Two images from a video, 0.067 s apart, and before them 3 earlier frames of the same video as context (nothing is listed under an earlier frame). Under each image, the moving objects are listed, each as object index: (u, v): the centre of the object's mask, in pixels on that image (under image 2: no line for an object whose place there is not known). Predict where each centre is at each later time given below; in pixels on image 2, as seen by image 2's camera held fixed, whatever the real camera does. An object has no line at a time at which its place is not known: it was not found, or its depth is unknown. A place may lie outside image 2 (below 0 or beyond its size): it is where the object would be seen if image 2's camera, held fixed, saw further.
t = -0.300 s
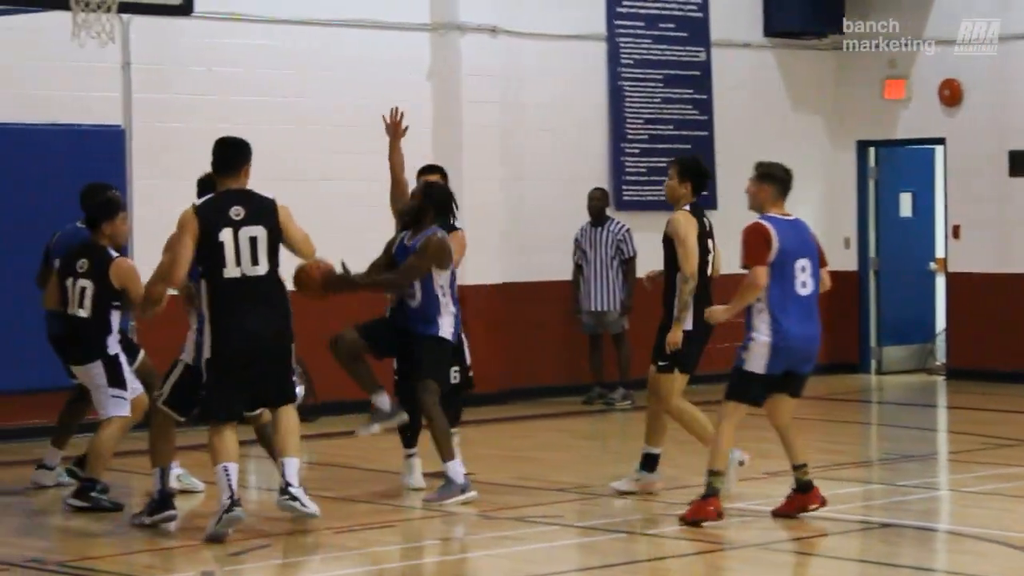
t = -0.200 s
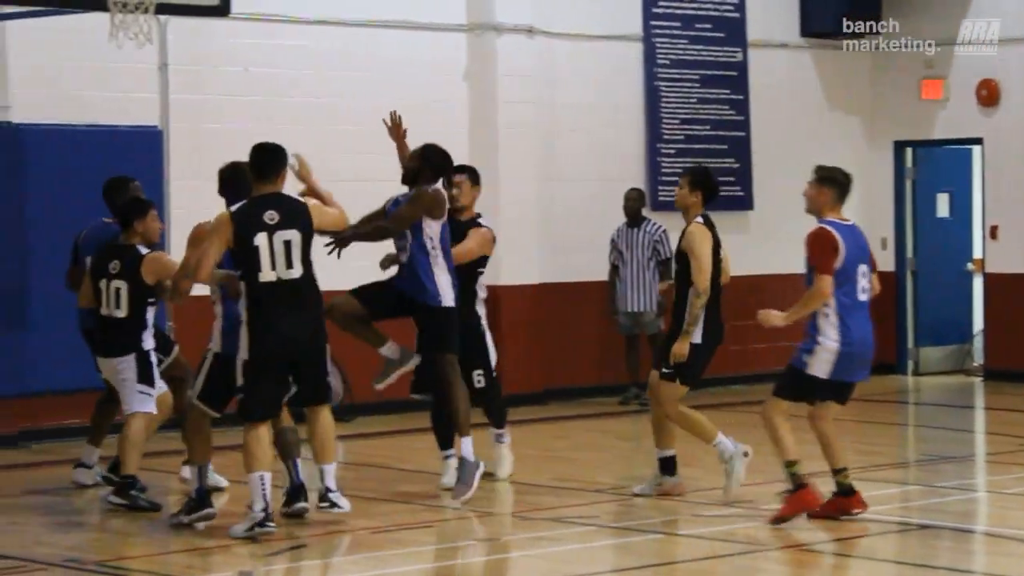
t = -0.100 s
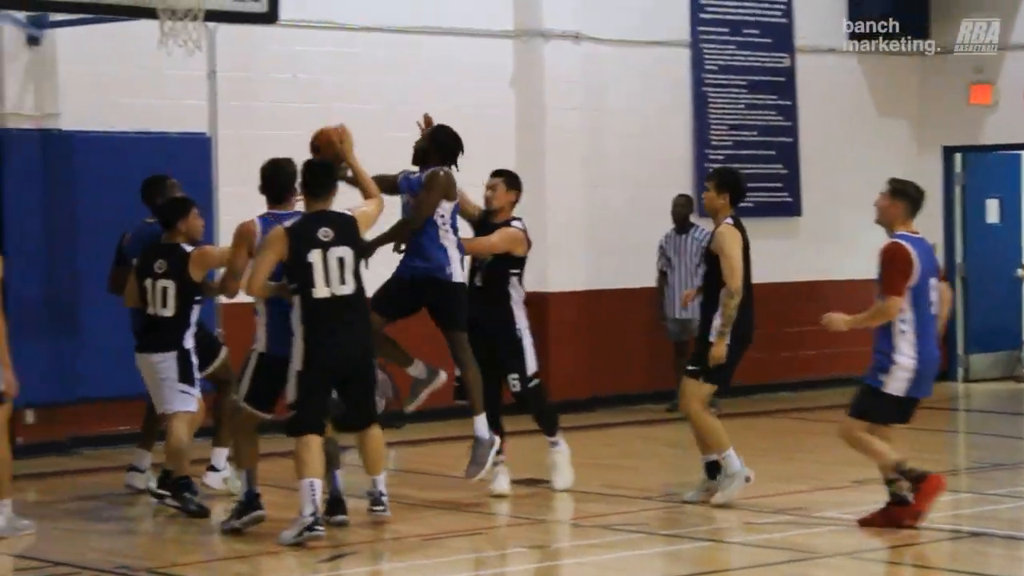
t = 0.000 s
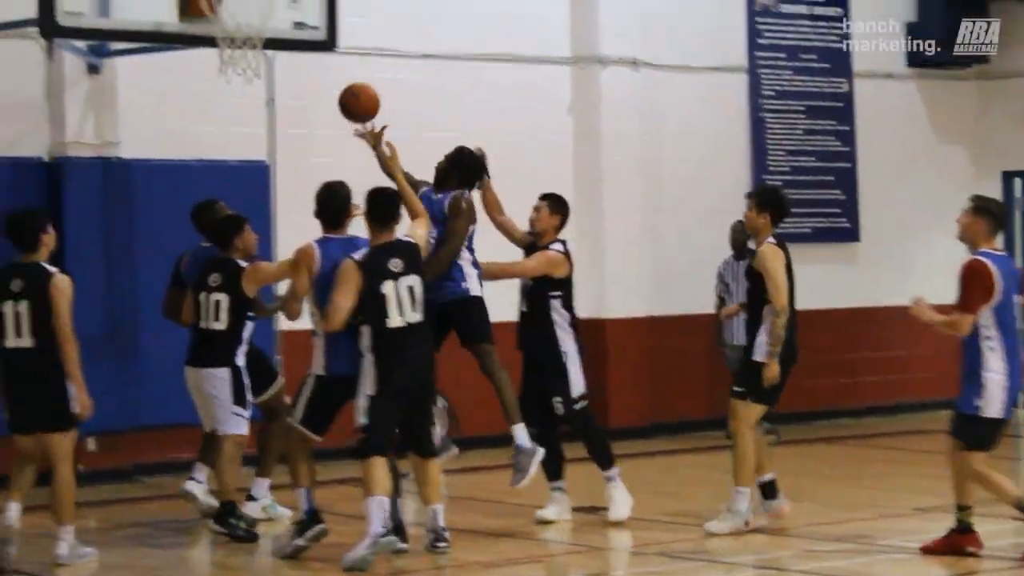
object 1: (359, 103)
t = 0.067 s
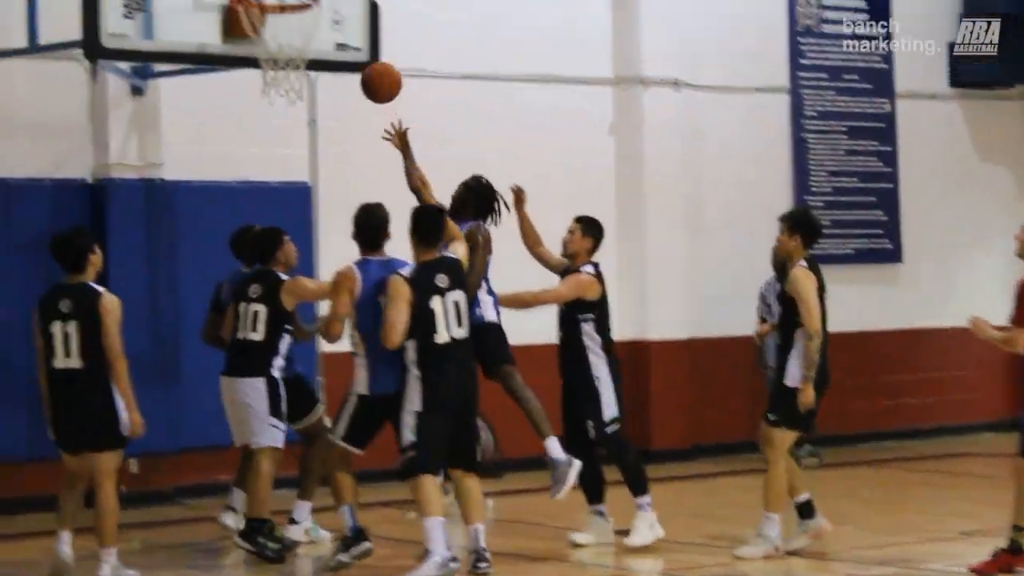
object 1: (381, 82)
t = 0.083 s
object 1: (376, 73)
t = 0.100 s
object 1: (371, 65)
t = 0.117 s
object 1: (366, 57)
